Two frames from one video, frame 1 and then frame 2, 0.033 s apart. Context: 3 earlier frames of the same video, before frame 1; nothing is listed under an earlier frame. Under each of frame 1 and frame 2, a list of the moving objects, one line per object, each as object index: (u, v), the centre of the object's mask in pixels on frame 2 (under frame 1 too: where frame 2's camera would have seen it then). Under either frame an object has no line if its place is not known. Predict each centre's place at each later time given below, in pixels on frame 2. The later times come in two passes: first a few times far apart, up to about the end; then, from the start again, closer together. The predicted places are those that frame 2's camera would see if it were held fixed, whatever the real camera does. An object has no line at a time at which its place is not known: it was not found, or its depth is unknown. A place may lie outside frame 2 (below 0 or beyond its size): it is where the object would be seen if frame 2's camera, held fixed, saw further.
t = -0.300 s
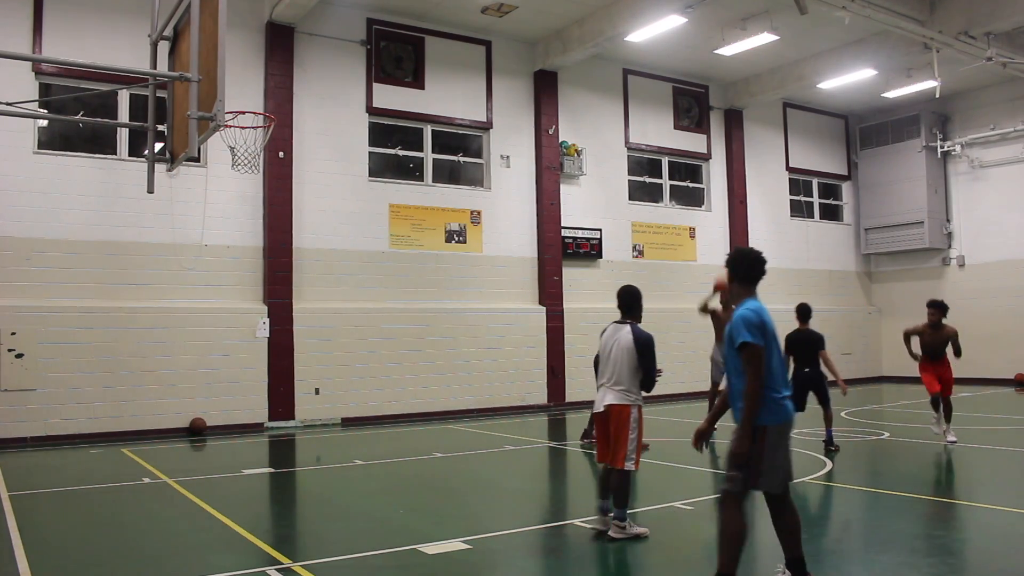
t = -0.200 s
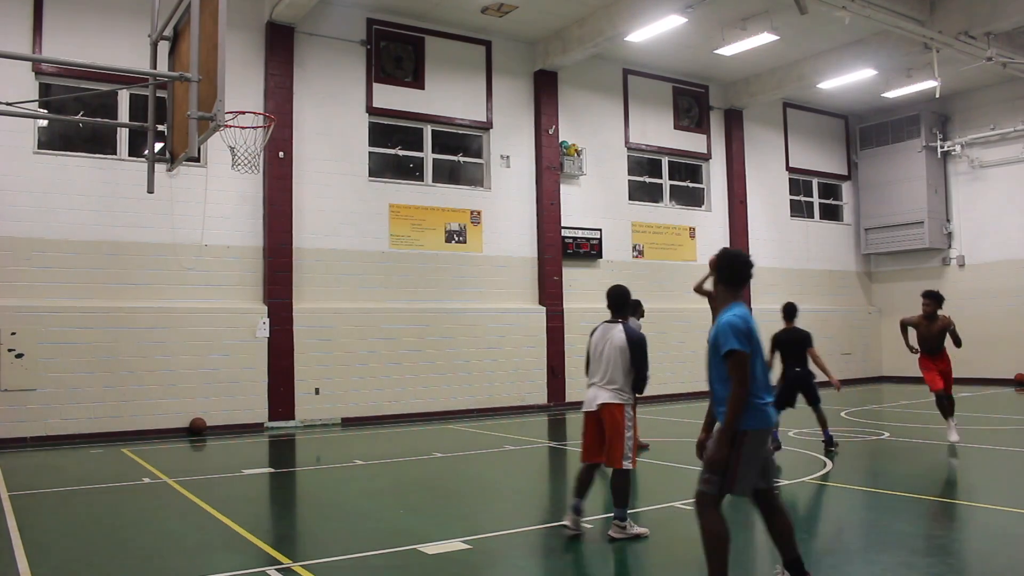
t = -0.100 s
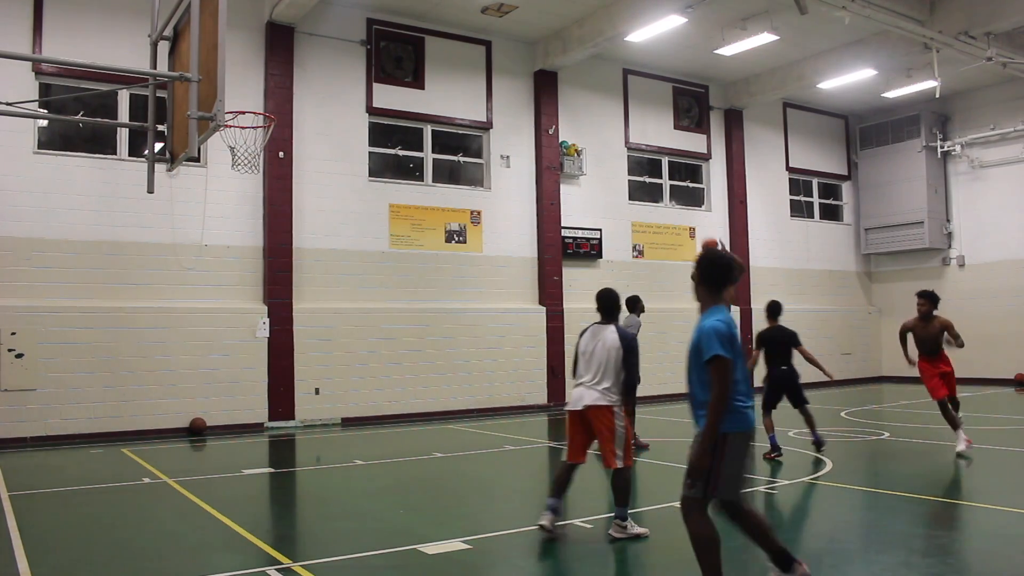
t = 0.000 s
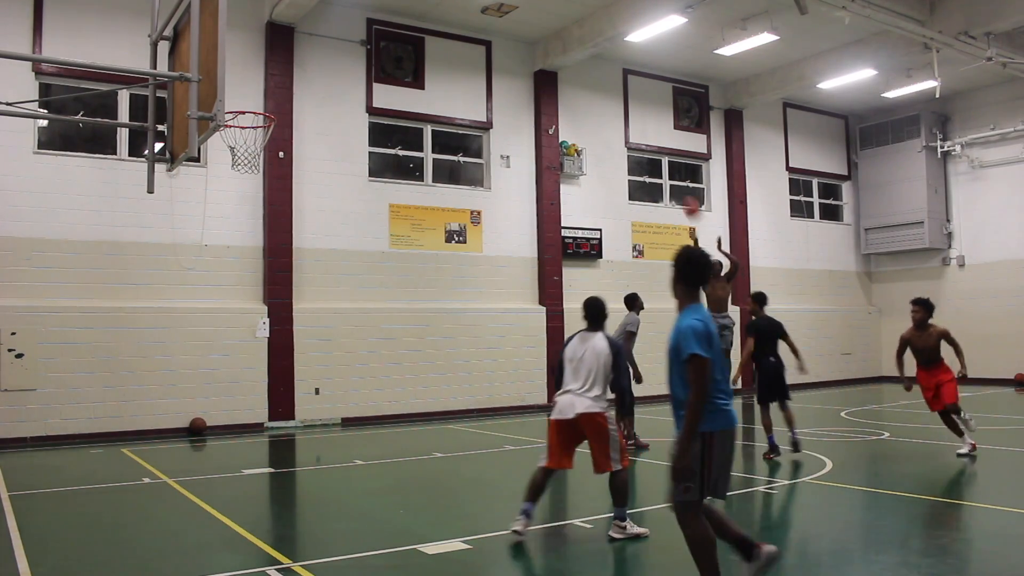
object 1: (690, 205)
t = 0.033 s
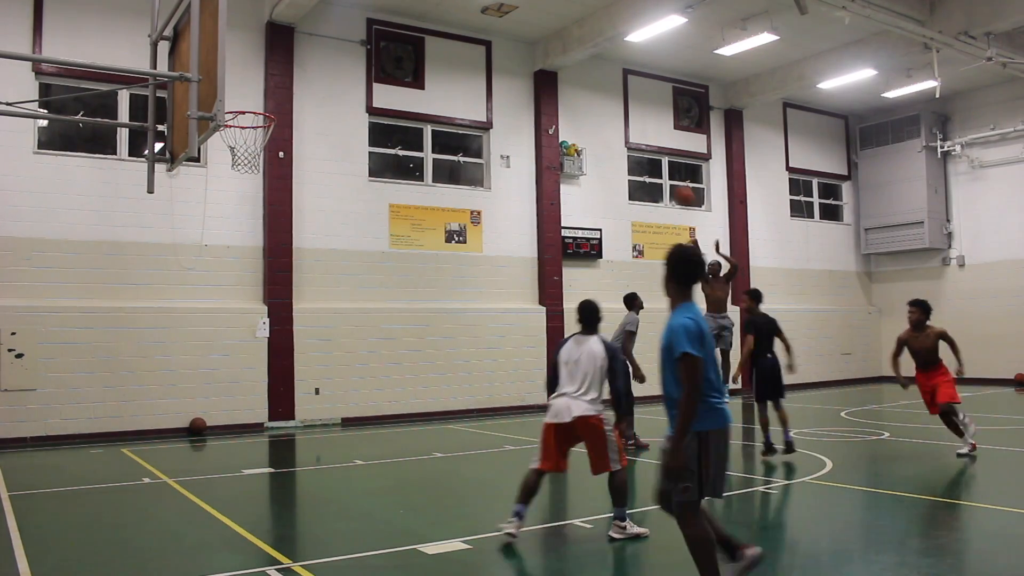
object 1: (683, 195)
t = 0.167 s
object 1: (647, 143)
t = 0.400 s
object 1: (576, 76)
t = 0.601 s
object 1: (508, 47)
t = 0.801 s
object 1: (424, 50)
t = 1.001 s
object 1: (330, 97)
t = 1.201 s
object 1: (225, 198)
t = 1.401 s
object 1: (116, 368)
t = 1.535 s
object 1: (36, 519)
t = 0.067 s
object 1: (675, 179)
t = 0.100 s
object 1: (665, 168)
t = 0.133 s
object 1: (656, 155)
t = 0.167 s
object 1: (647, 143)
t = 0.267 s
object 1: (618, 110)
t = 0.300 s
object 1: (608, 101)
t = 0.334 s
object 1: (598, 92)
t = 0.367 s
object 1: (587, 84)
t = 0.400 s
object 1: (576, 76)
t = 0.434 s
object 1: (567, 70)
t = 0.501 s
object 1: (542, 58)
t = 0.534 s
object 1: (531, 53)
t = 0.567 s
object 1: (519, 50)
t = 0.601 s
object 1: (508, 47)
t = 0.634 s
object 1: (495, 45)
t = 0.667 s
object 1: (480, 44)
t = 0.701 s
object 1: (468, 44)
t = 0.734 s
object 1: (454, 45)
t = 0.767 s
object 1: (440, 47)
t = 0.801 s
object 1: (424, 50)
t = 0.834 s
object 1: (410, 54)
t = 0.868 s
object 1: (396, 60)
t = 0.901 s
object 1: (381, 65)
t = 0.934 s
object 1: (365, 74)
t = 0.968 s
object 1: (347, 86)
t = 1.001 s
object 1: (330, 97)
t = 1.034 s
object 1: (312, 109)
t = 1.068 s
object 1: (291, 124)
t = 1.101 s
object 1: (278, 138)
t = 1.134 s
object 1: (260, 158)
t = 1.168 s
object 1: (242, 177)
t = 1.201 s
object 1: (225, 198)
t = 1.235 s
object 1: (209, 220)
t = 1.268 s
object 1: (191, 245)
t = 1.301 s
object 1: (173, 272)
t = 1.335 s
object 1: (155, 301)
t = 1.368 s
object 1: (137, 333)
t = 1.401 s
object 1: (116, 368)
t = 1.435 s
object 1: (98, 400)
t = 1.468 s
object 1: (77, 442)
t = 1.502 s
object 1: (56, 484)
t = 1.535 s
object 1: (36, 519)
